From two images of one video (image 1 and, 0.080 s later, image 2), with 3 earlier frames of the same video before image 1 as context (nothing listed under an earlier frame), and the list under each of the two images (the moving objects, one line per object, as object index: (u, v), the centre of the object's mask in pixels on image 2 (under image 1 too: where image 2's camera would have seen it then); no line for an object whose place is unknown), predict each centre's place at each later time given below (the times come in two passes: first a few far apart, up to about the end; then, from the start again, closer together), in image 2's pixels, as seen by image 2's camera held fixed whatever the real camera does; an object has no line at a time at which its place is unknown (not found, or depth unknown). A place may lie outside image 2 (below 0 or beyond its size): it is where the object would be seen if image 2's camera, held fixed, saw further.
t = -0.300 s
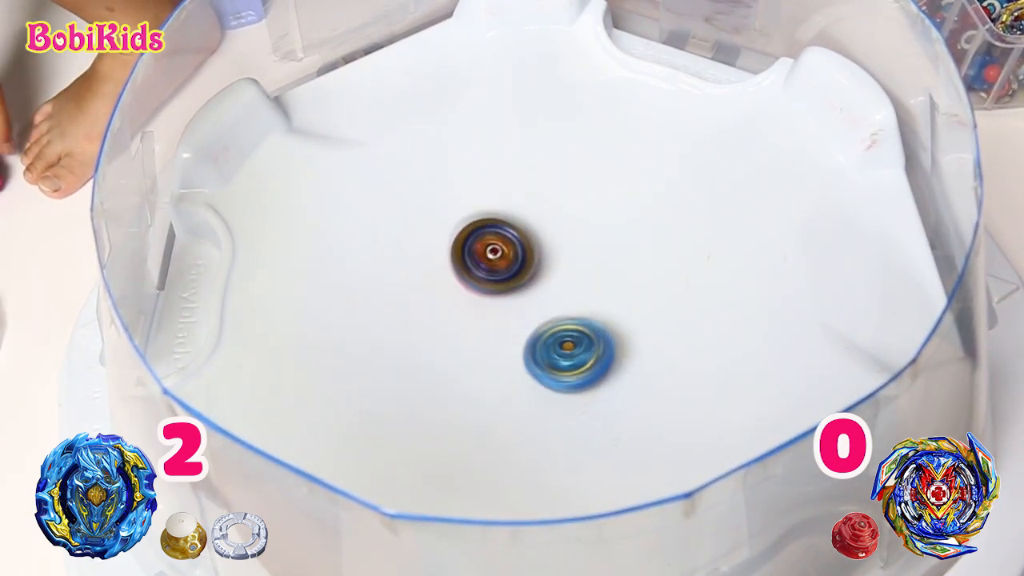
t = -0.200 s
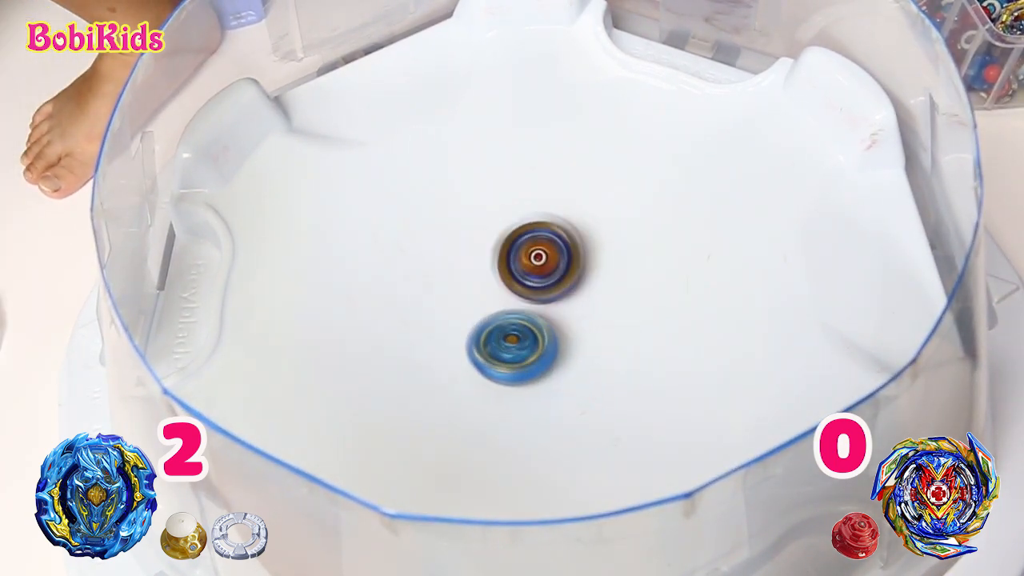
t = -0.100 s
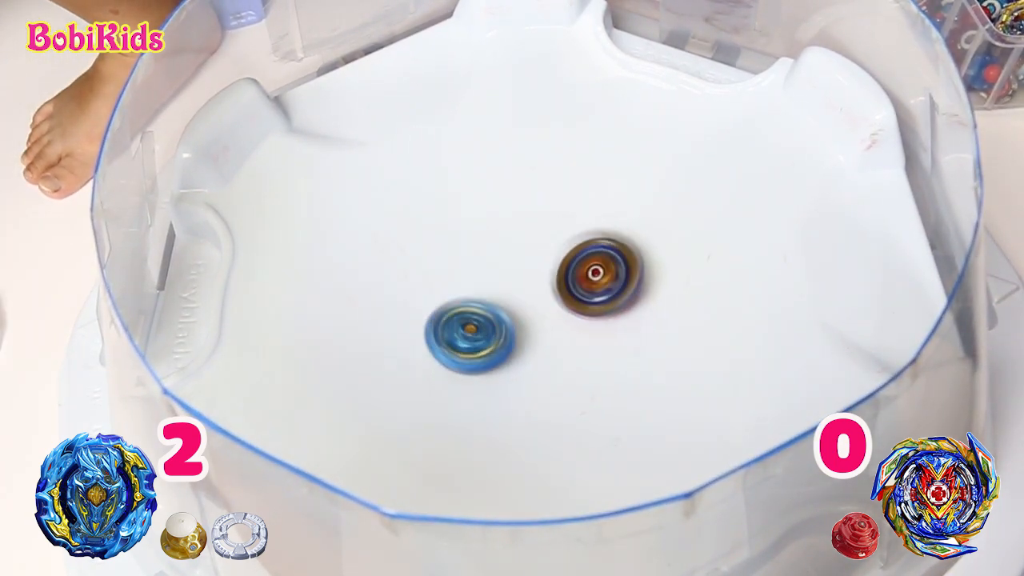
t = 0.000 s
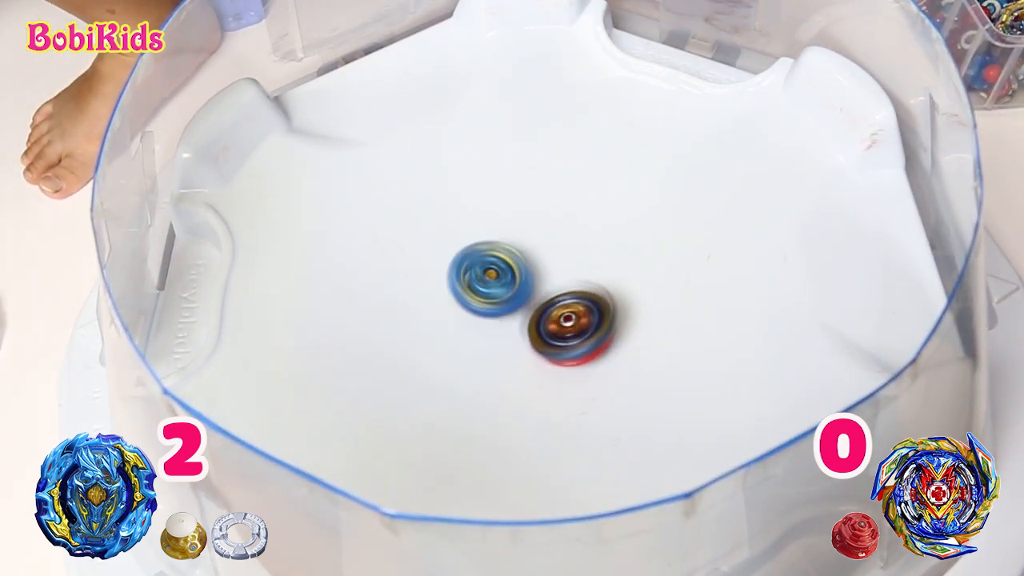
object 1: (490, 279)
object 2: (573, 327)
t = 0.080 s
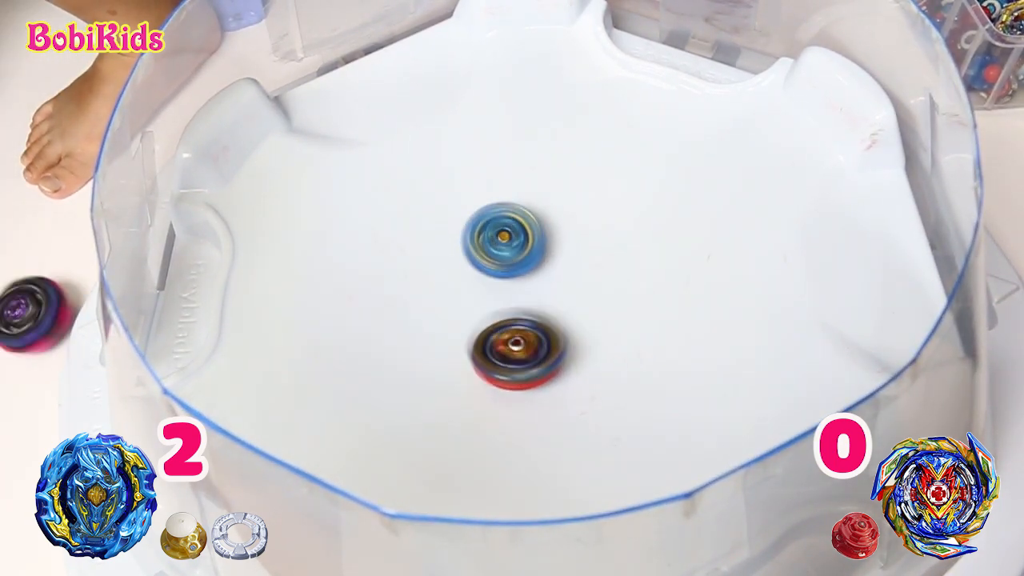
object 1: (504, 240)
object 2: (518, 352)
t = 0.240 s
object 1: (607, 283)
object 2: (473, 291)
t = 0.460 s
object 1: (585, 378)
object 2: (531, 273)
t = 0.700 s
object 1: (433, 279)
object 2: (531, 296)
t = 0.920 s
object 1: (617, 277)
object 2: (532, 316)
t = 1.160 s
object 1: (470, 351)
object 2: (556, 296)
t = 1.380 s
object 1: (566, 232)
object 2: (531, 312)
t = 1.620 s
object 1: (509, 367)
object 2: (536, 292)
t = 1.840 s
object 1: (539, 233)
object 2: (549, 323)
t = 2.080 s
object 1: (553, 384)
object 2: (532, 287)
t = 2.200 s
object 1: (449, 320)
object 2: (542, 301)
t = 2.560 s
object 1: (482, 257)
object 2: (555, 302)
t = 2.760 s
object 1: (508, 228)
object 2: (551, 316)
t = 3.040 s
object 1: (492, 243)
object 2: (530, 318)
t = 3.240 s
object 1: (509, 243)
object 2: (519, 318)
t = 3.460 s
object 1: (586, 259)
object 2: (509, 330)
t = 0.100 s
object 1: (508, 240)
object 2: (504, 351)
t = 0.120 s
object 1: (515, 242)
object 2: (491, 347)
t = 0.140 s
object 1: (523, 248)
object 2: (480, 339)
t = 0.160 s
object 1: (533, 255)
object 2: (473, 330)
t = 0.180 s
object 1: (545, 265)
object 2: (470, 319)
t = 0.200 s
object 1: (566, 273)
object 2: (467, 308)
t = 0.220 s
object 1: (589, 280)
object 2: (467, 298)
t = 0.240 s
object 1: (607, 283)
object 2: (473, 291)
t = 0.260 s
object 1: (618, 285)
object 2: (481, 282)
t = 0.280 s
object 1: (623, 288)
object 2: (493, 274)
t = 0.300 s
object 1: (624, 291)
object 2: (508, 267)
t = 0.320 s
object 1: (616, 297)
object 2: (520, 261)
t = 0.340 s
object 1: (616, 312)
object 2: (524, 252)
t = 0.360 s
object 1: (630, 331)
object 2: (510, 243)
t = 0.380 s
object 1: (635, 341)
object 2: (513, 250)
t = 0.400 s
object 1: (631, 347)
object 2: (518, 262)
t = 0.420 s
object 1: (619, 351)
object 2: (524, 275)
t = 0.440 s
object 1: (601, 353)
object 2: (530, 287)
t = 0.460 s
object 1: (585, 378)
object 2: (531, 273)
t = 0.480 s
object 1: (573, 406)
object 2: (524, 247)
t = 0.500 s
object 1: (563, 408)
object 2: (514, 248)
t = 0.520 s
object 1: (549, 405)
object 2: (506, 251)
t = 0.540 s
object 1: (530, 396)
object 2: (500, 256)
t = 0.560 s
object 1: (508, 382)
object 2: (495, 263)
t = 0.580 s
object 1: (484, 368)
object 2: (494, 273)
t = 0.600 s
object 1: (463, 354)
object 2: (497, 280)
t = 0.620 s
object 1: (441, 342)
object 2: (512, 276)
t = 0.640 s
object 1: (429, 327)
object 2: (517, 280)
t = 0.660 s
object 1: (425, 312)
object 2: (521, 284)
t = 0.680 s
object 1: (427, 296)
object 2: (526, 289)
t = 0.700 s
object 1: (433, 279)
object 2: (531, 296)
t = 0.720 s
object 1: (443, 264)
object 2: (534, 303)
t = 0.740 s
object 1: (460, 252)
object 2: (539, 310)
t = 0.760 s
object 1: (482, 241)
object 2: (540, 317)
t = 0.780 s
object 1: (502, 230)
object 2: (540, 323)
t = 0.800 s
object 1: (520, 223)
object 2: (539, 327)
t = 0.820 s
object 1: (540, 223)
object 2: (538, 331)
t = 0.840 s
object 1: (558, 227)
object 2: (535, 332)
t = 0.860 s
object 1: (577, 234)
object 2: (534, 331)
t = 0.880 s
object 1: (591, 247)
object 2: (532, 327)
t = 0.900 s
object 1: (606, 261)
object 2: (532, 322)
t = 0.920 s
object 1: (617, 277)
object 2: (532, 316)
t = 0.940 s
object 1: (635, 291)
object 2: (518, 310)
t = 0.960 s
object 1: (647, 302)
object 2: (507, 303)
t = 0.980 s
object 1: (647, 312)
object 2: (505, 297)
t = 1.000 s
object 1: (638, 324)
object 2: (505, 292)
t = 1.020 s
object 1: (622, 339)
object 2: (510, 288)
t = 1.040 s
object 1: (601, 353)
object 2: (515, 284)
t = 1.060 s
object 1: (578, 365)
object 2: (523, 281)
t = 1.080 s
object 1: (553, 372)
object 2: (531, 279)
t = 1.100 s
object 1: (528, 374)
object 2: (539, 280)
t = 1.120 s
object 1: (504, 370)
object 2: (545, 284)
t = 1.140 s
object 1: (486, 362)
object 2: (552, 290)
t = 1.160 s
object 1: (470, 351)
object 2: (556, 296)
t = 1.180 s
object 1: (460, 338)
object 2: (557, 303)
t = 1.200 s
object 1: (455, 324)
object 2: (556, 311)
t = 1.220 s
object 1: (455, 309)
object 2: (553, 319)
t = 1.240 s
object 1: (458, 291)
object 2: (549, 324)
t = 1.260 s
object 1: (461, 269)
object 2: (555, 331)
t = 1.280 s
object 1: (473, 255)
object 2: (551, 333)
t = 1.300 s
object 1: (492, 244)
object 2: (548, 330)
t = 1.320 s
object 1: (509, 236)
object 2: (543, 327)
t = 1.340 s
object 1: (527, 231)
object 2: (538, 322)
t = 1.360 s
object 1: (546, 230)
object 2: (535, 315)
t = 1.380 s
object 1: (566, 232)
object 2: (531, 312)
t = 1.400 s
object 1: (584, 238)
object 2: (526, 310)
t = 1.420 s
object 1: (599, 248)
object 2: (526, 305)
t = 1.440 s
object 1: (612, 263)
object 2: (527, 301)
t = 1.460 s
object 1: (622, 280)
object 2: (529, 296)
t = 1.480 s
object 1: (627, 296)
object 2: (530, 293)
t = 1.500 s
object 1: (625, 311)
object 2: (533, 291)
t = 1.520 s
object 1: (615, 327)
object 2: (535, 290)
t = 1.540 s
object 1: (600, 342)
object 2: (534, 287)
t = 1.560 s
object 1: (581, 356)
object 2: (538, 286)
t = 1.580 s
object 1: (558, 365)
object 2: (538, 287)
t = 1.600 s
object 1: (533, 369)
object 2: (538, 289)
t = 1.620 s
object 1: (509, 367)
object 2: (536, 292)
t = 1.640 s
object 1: (486, 363)
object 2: (540, 293)
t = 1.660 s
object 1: (465, 353)
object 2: (543, 291)
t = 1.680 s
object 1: (451, 339)
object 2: (544, 291)
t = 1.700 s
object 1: (442, 322)
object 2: (546, 291)
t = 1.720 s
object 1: (440, 304)
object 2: (547, 293)
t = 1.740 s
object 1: (447, 288)
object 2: (545, 296)
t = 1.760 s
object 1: (458, 273)
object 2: (545, 299)
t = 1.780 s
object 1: (474, 257)
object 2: (547, 306)
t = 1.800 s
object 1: (495, 244)
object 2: (551, 315)
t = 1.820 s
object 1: (517, 236)
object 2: (551, 320)
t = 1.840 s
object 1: (539, 233)
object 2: (549, 323)
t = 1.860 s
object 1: (562, 235)
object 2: (544, 325)
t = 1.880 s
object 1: (583, 243)
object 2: (540, 323)
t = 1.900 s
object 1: (599, 257)
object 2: (535, 321)
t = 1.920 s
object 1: (613, 272)
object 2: (530, 315)
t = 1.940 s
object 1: (622, 290)
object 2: (529, 309)
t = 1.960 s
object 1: (625, 307)
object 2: (529, 303)
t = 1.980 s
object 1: (620, 325)
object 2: (531, 298)
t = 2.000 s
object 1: (627, 356)
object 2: (521, 280)
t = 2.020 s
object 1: (619, 371)
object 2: (523, 276)
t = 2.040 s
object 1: (604, 379)
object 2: (526, 275)
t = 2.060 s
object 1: (582, 385)
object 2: (530, 279)
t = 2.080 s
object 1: (553, 384)
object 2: (532, 287)
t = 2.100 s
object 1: (524, 375)
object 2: (533, 298)
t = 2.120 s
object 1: (490, 362)
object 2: (539, 299)
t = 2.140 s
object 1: (465, 344)
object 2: (541, 300)
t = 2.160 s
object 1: (450, 329)
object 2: (543, 302)
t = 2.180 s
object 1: (447, 323)
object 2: (543, 301)
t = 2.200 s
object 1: (449, 320)
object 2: (542, 301)
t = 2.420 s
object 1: (463, 285)
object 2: (551, 296)
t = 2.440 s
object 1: (465, 282)
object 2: (552, 295)
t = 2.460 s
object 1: (467, 277)
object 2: (553, 296)
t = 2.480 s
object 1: (469, 273)
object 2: (554, 299)
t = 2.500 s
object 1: (472, 269)
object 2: (554, 299)
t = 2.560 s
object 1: (482, 257)
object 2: (555, 302)
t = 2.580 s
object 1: (485, 253)
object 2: (554, 303)
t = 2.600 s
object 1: (489, 249)
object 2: (554, 304)
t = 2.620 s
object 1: (493, 246)
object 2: (555, 305)
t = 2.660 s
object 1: (499, 237)
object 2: (553, 308)
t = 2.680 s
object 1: (501, 235)
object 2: (554, 309)
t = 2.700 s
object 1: (504, 232)
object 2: (555, 311)
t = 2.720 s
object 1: (506, 231)
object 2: (554, 314)
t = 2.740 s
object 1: (508, 229)
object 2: (551, 315)
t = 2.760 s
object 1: (508, 228)
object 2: (551, 316)
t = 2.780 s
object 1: (509, 228)
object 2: (551, 317)
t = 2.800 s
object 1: (509, 228)
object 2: (549, 319)
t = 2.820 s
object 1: (510, 229)
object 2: (547, 319)
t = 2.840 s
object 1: (509, 230)
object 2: (546, 319)
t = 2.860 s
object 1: (509, 231)
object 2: (545, 320)
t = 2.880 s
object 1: (507, 233)
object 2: (543, 321)
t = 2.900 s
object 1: (506, 234)
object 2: (541, 321)
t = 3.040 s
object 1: (492, 243)
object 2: (530, 318)
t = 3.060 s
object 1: (491, 243)
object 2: (528, 317)
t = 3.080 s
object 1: (491, 244)
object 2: (529, 316)
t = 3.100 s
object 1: (491, 244)
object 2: (528, 315)
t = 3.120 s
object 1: (491, 244)
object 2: (528, 315)
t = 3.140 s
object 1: (493, 244)
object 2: (527, 316)
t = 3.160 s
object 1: (495, 243)
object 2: (525, 317)
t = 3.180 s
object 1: (499, 243)
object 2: (524, 319)
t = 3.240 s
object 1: (509, 243)
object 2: (519, 318)
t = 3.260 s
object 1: (515, 244)
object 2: (518, 318)
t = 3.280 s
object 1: (521, 241)
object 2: (517, 323)
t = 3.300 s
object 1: (528, 242)
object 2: (514, 324)
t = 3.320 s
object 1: (536, 241)
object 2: (516, 325)
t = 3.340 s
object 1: (543, 244)
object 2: (515, 327)
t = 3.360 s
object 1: (550, 246)
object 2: (515, 330)
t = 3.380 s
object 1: (558, 248)
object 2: (514, 331)
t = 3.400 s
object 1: (564, 251)
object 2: (511, 333)
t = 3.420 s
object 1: (571, 253)
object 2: (510, 332)
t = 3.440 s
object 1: (579, 256)
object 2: (507, 331)
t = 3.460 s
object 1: (586, 259)
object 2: (509, 330)
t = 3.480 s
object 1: (593, 261)
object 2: (508, 330)
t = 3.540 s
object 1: (612, 269)
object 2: (507, 330)
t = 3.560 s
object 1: (618, 271)
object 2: (507, 329)
